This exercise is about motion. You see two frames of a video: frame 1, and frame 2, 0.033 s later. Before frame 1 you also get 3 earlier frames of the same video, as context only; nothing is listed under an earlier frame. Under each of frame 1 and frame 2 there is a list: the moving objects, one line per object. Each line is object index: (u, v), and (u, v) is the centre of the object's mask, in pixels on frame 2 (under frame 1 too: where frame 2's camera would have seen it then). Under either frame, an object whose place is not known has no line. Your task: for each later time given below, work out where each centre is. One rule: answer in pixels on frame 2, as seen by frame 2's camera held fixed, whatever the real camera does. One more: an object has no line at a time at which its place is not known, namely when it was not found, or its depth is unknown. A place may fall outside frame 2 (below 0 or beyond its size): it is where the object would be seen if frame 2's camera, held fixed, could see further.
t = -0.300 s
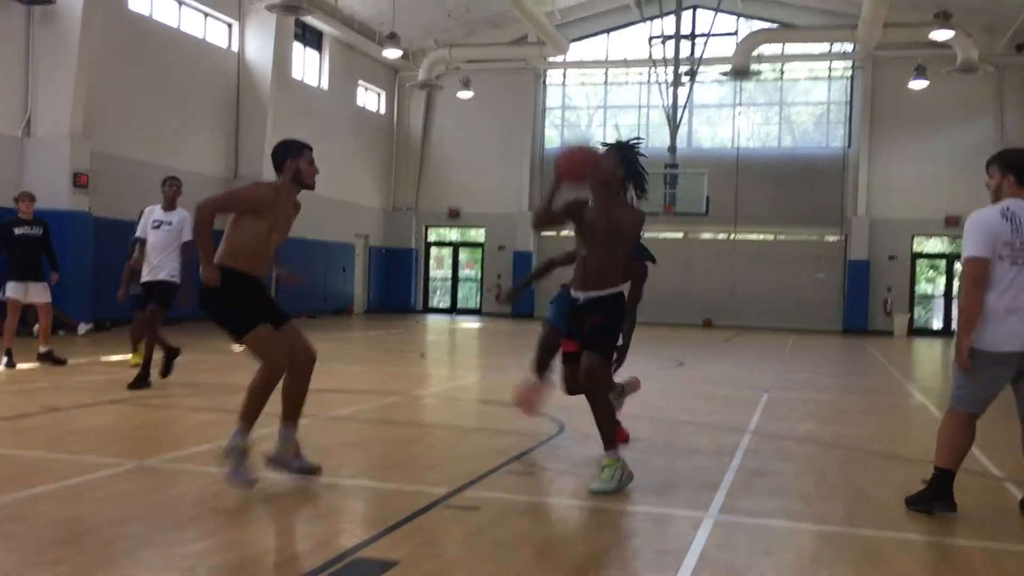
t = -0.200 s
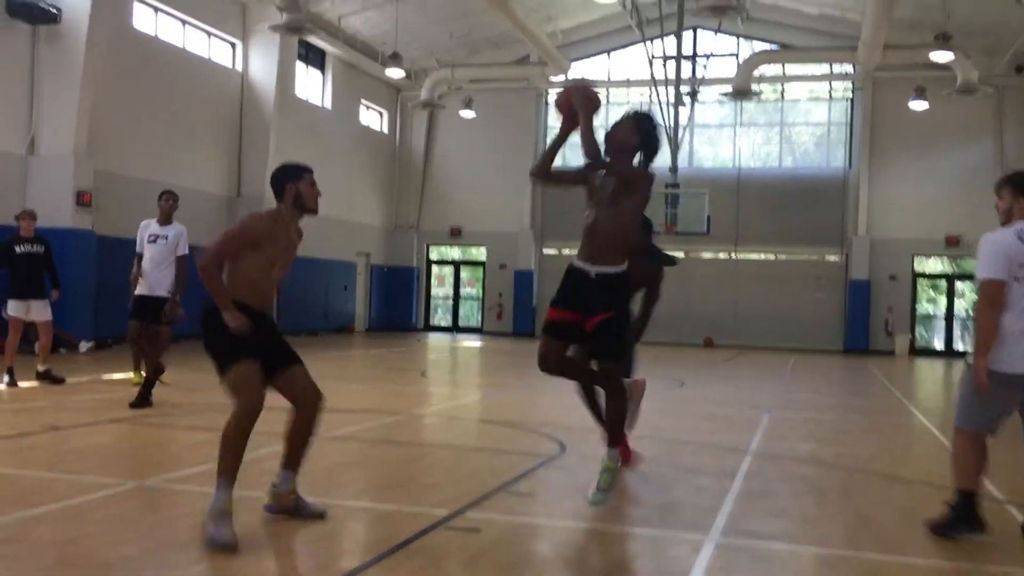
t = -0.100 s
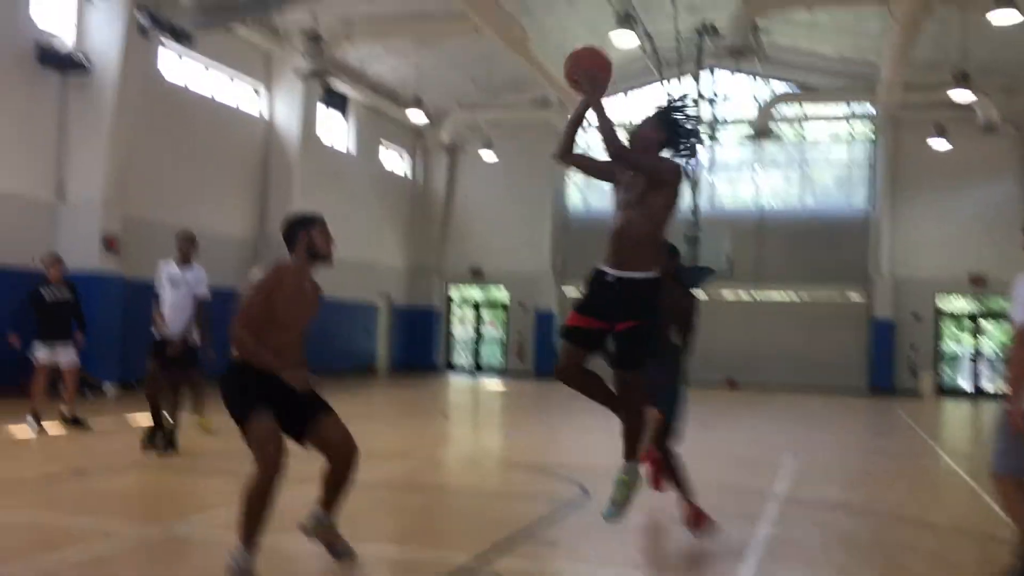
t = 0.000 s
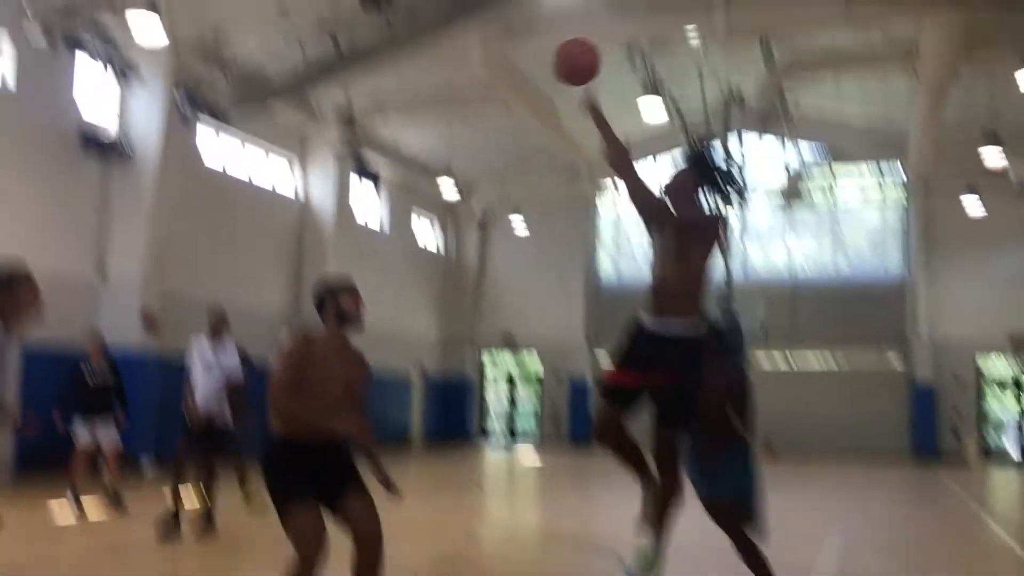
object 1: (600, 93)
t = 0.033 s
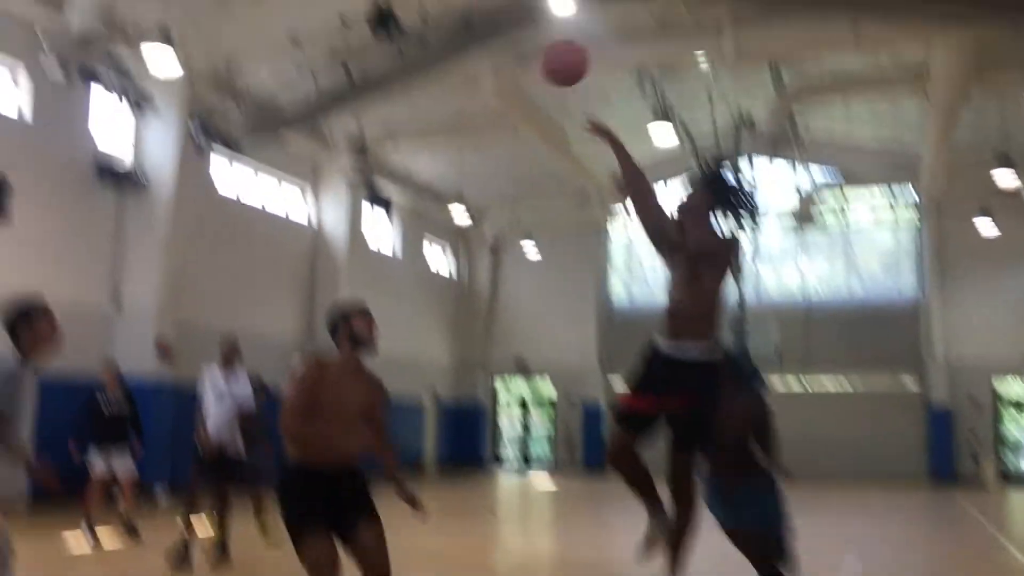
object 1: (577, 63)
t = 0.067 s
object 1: (553, 39)
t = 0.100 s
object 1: (531, 18)
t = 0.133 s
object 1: (507, -3)
